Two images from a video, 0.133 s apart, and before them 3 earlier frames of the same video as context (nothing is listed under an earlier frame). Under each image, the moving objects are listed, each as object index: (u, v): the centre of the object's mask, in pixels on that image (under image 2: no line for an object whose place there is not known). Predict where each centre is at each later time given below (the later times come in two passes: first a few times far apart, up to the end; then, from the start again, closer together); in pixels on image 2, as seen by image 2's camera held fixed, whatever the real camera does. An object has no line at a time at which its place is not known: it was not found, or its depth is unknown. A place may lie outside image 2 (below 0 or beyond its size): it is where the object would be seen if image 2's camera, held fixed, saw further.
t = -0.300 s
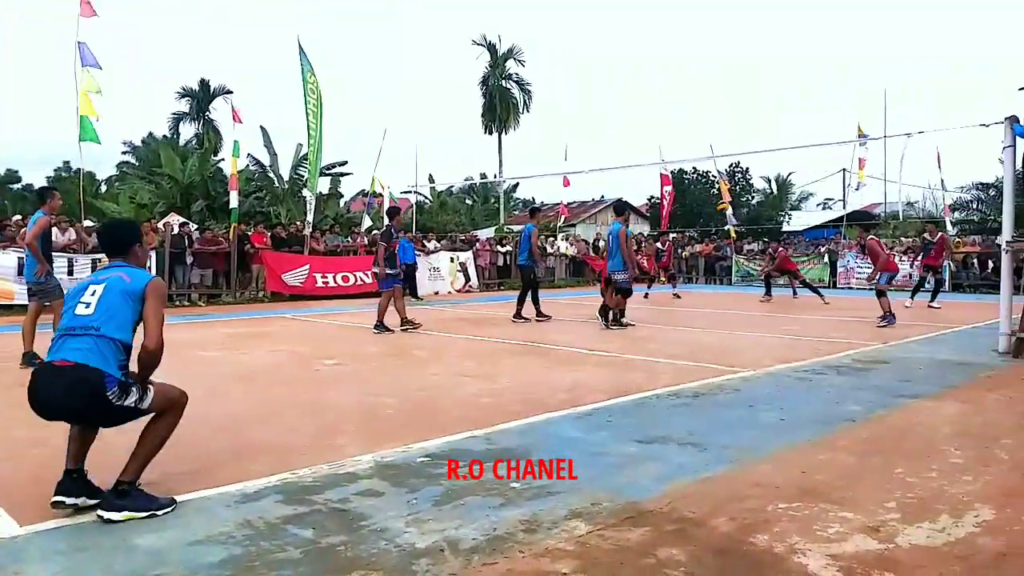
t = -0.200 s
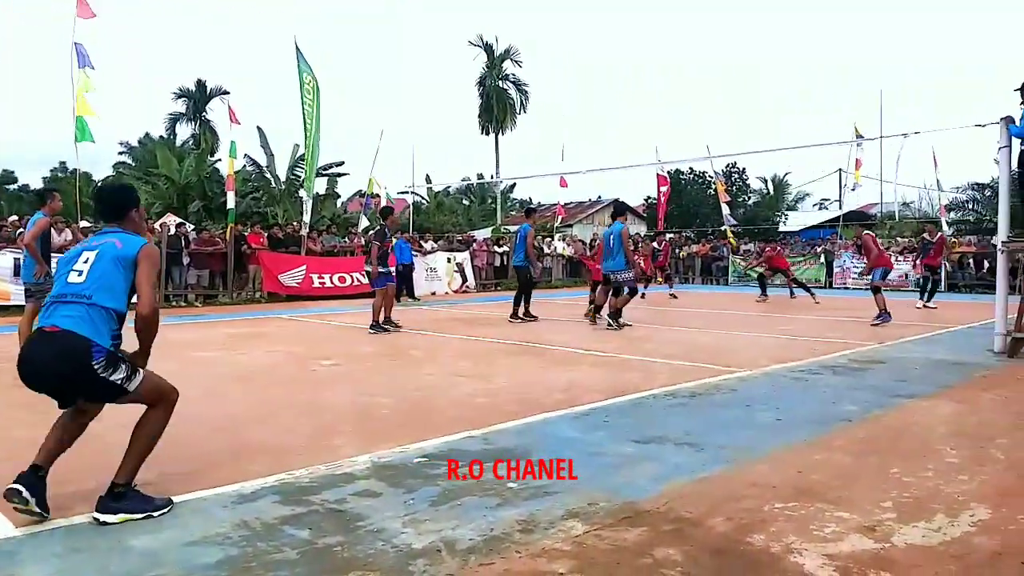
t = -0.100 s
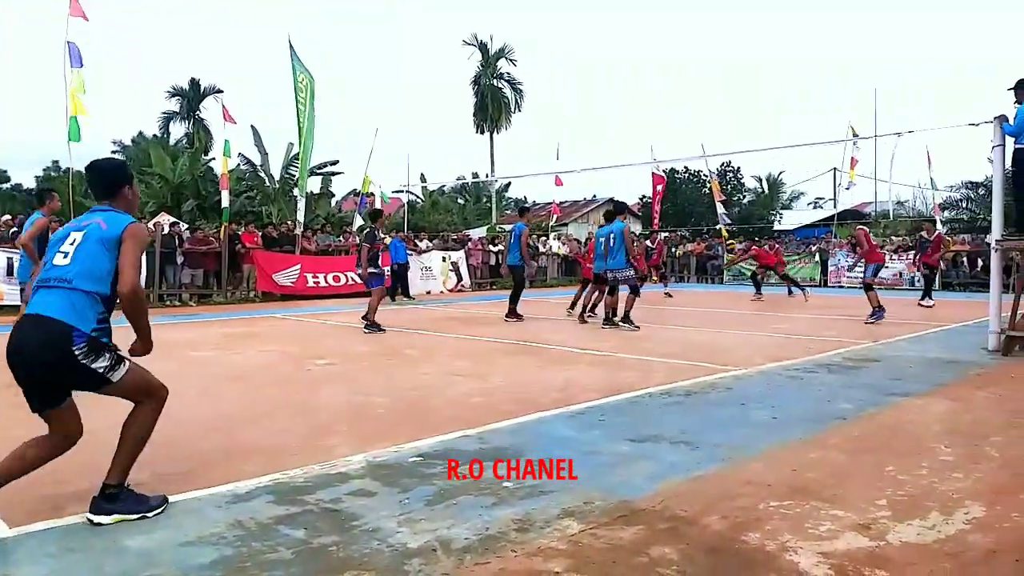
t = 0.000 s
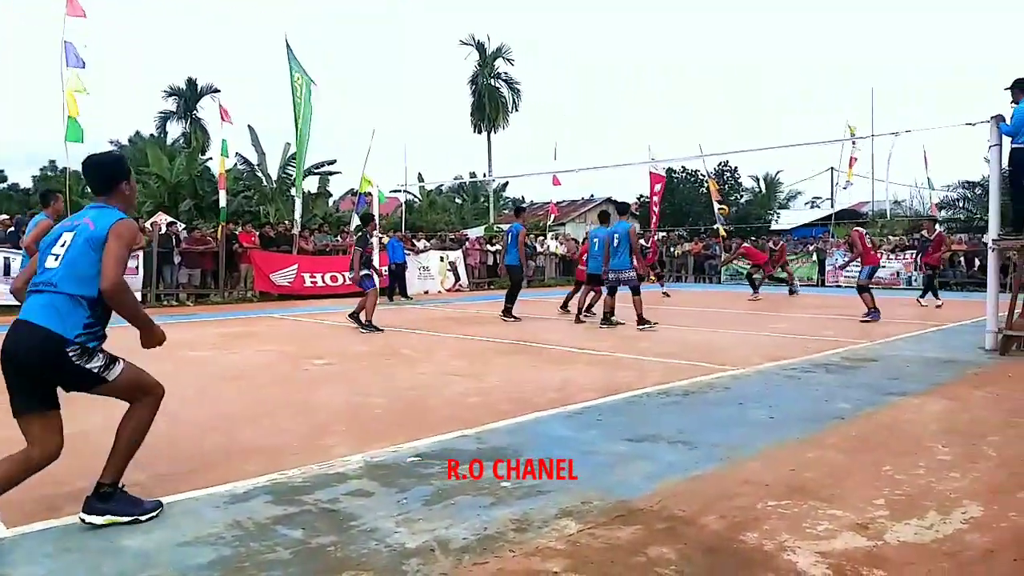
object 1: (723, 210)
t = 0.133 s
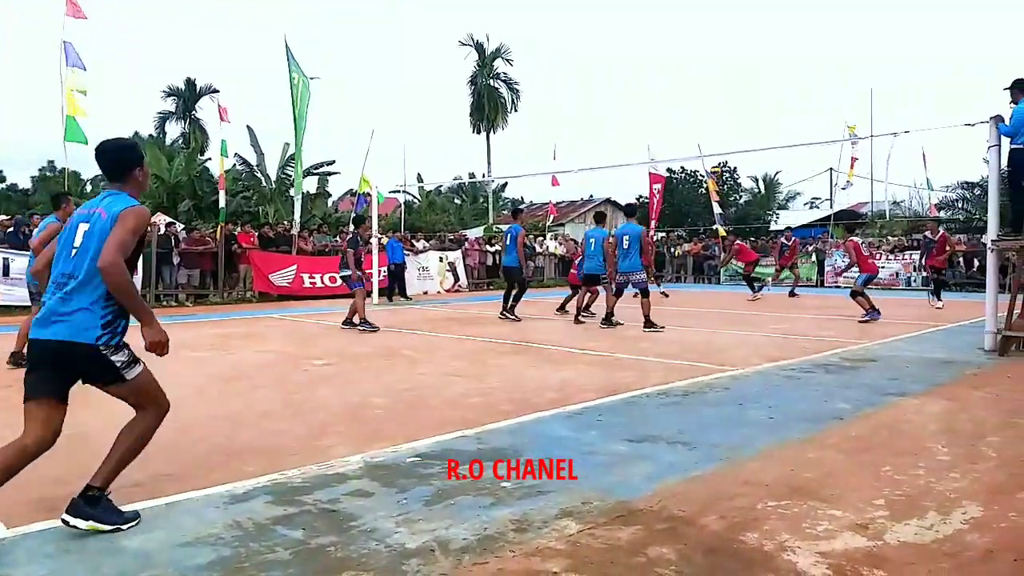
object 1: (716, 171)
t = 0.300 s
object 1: (706, 130)
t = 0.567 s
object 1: (693, 91)
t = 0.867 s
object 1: (678, 87)
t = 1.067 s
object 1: (666, 113)
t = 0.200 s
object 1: (711, 151)
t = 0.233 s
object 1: (710, 145)
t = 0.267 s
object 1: (708, 137)
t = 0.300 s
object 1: (706, 130)
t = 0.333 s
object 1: (705, 123)
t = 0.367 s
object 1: (703, 118)
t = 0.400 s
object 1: (702, 111)
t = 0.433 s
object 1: (700, 106)
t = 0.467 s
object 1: (699, 101)
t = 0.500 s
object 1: (697, 97)
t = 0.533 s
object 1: (695, 93)
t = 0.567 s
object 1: (693, 91)
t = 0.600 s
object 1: (692, 87)
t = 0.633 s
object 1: (690, 85)
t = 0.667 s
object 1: (689, 84)
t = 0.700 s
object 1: (686, 83)
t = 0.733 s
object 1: (685, 83)
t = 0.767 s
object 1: (683, 83)
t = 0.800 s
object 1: (681, 83)
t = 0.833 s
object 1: (679, 85)
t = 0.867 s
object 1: (678, 87)
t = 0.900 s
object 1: (676, 89)
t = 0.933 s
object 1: (674, 93)
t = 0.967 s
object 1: (672, 96)
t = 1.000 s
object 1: (669, 101)
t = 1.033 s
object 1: (668, 106)
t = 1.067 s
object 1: (666, 113)
